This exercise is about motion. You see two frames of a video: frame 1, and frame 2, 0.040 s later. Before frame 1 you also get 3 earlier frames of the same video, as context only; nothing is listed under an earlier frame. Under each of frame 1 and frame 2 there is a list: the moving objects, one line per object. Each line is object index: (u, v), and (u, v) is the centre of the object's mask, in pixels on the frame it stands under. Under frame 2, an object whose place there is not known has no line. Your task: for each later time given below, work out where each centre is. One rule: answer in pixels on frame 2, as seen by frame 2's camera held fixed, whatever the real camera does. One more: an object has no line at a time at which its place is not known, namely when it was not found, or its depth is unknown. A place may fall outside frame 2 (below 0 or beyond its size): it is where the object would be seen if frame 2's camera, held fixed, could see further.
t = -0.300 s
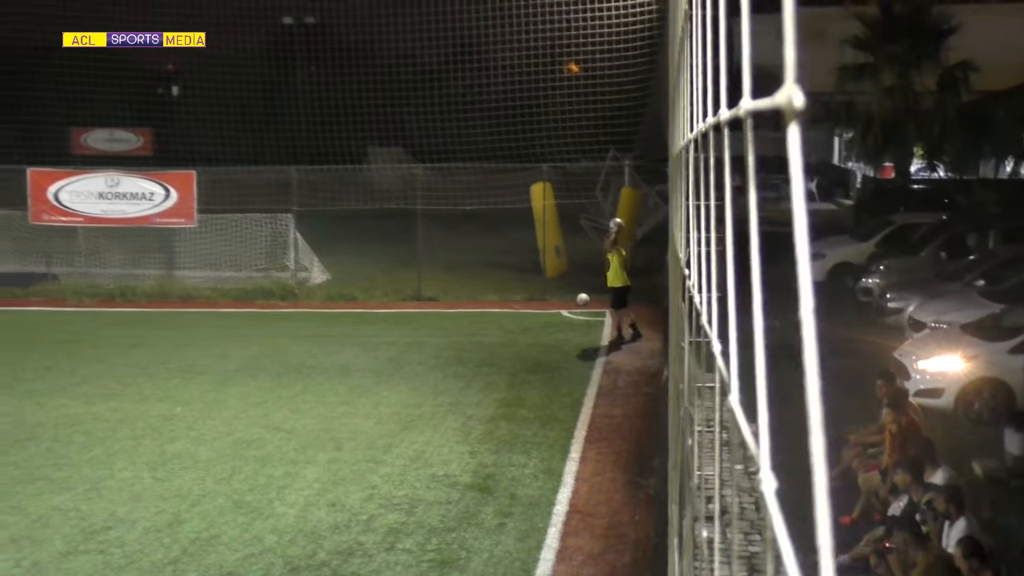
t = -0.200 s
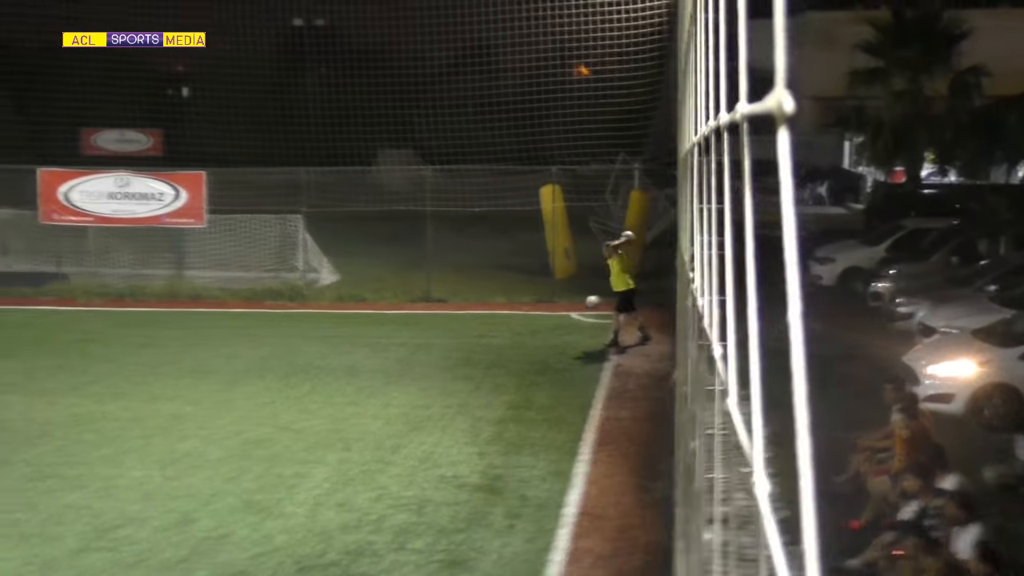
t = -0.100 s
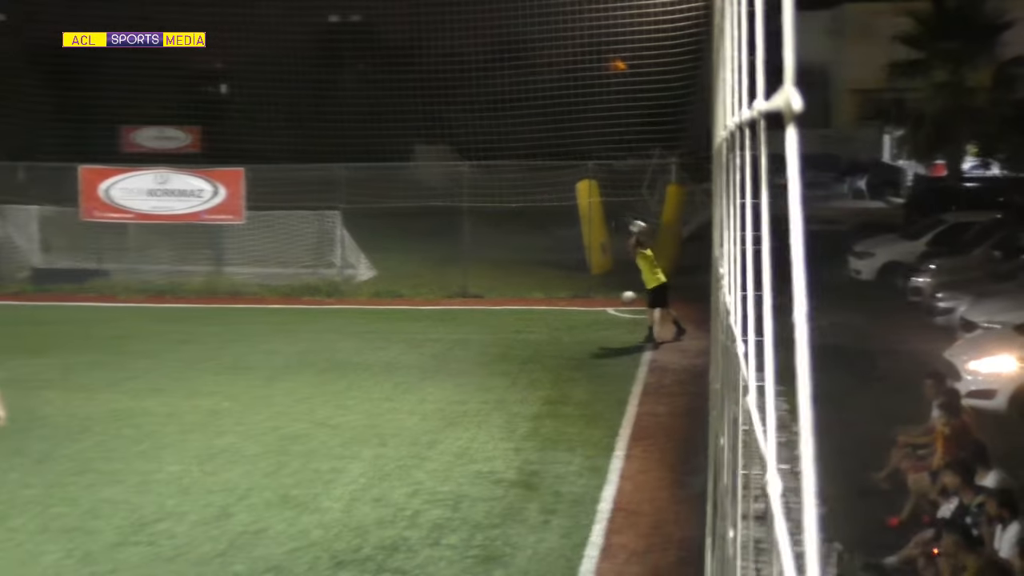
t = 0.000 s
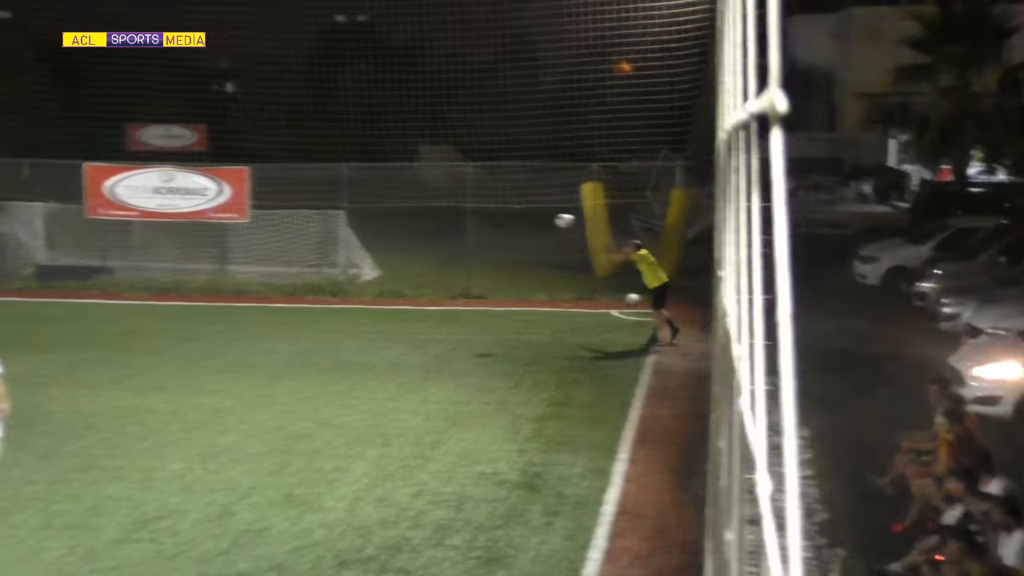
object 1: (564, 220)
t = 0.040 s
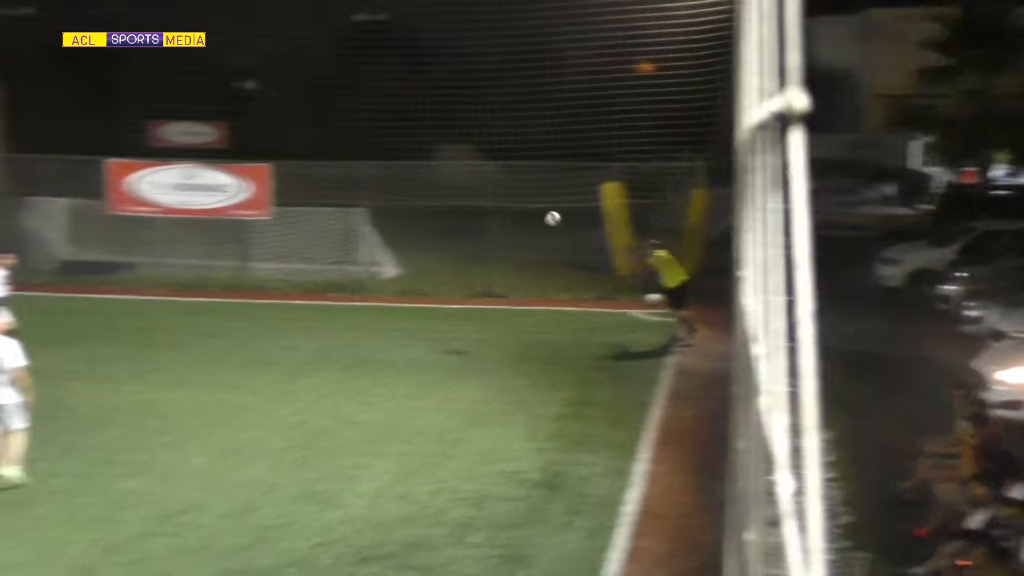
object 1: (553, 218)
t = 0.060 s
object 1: (540, 218)
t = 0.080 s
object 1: (531, 217)
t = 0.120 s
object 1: (510, 216)
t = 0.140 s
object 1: (498, 217)
